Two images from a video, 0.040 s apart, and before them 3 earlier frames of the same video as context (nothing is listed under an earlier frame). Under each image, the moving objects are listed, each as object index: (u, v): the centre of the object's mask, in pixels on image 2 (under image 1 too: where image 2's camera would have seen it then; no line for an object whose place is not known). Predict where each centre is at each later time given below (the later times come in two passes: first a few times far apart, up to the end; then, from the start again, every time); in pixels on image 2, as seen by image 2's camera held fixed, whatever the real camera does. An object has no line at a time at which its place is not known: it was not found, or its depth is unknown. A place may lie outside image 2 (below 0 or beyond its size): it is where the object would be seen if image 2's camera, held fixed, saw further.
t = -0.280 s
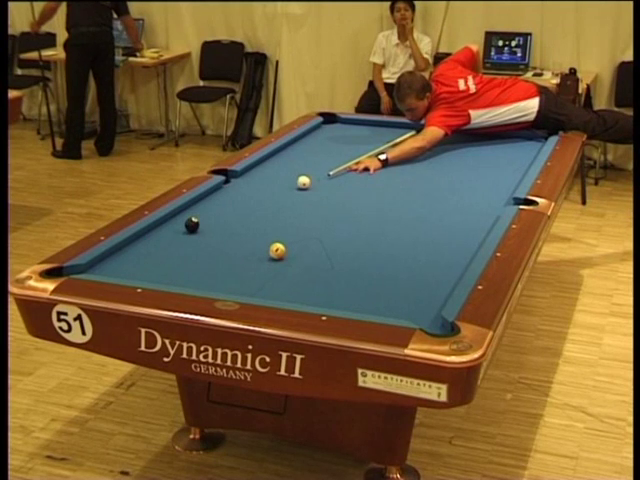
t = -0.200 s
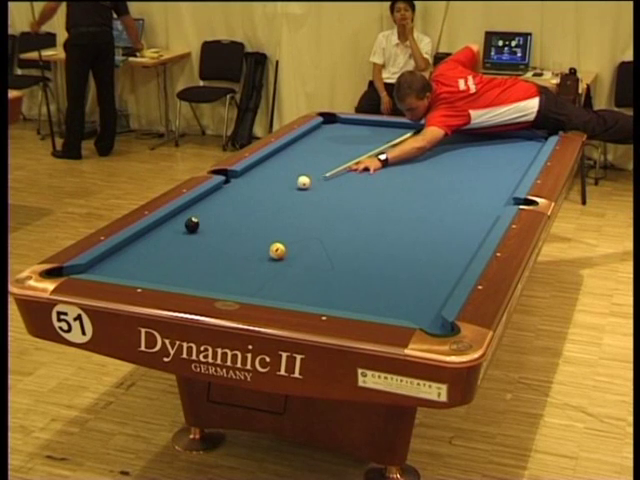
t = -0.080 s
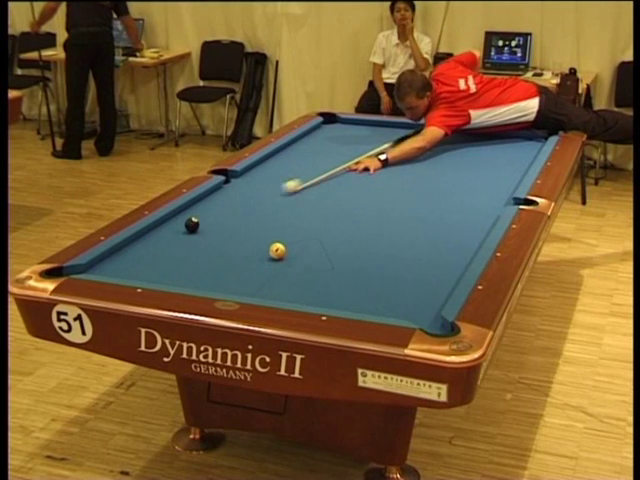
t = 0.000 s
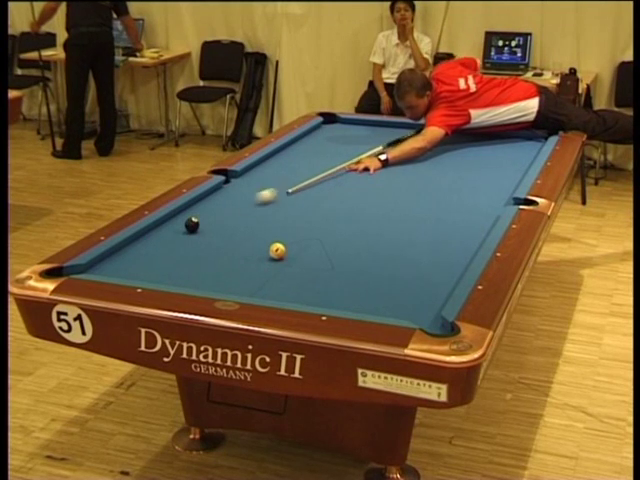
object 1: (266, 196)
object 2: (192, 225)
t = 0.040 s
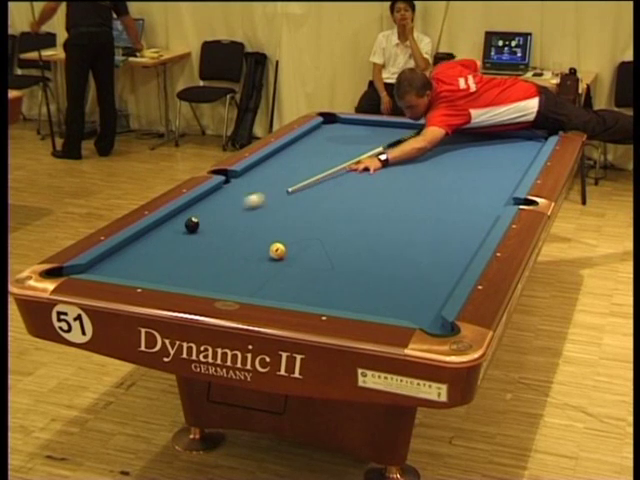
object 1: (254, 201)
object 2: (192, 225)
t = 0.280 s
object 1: (201, 221)
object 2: (178, 231)
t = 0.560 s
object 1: (201, 219)
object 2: (117, 257)
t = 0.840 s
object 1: (201, 218)
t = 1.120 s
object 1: (202, 217)
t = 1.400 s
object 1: (202, 217)
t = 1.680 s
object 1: (202, 217)
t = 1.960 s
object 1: (202, 217)
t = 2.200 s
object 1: (202, 217)
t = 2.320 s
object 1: (202, 217)
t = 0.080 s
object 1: (242, 205)
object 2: (192, 225)
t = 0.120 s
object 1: (230, 210)
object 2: (192, 225)
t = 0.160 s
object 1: (219, 214)
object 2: (192, 225)
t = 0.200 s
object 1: (209, 218)
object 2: (192, 225)
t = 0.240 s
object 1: (201, 221)
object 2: (187, 226)
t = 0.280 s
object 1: (201, 221)
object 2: (178, 231)
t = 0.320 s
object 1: (201, 220)
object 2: (168, 235)
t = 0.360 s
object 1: (201, 220)
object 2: (159, 240)
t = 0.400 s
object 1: (201, 220)
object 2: (150, 243)
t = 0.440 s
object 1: (201, 220)
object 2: (142, 247)
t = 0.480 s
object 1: (201, 220)
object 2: (134, 250)
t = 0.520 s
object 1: (201, 219)
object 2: (125, 254)
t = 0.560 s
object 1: (201, 219)
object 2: (117, 257)
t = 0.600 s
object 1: (201, 219)
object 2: (106, 261)
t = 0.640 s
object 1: (201, 219)
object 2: (97, 264)
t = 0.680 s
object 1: (201, 218)
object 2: (89, 268)
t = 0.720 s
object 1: (201, 218)
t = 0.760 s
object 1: (202, 218)
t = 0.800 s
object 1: (202, 218)
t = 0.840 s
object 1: (201, 218)
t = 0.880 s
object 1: (202, 218)
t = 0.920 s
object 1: (202, 218)
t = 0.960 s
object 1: (202, 218)
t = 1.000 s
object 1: (202, 218)
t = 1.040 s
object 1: (202, 218)
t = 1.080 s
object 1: (202, 217)
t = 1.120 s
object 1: (202, 217)
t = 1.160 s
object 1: (202, 217)
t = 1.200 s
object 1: (202, 217)
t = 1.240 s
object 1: (202, 217)
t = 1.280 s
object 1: (202, 217)
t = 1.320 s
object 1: (202, 217)
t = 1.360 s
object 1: (202, 217)
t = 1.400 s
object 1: (202, 217)
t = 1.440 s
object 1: (202, 217)
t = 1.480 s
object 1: (202, 217)
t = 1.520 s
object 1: (202, 217)
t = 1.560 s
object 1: (202, 217)
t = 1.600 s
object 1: (202, 217)
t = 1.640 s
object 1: (202, 217)
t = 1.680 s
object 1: (202, 217)
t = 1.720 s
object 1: (202, 217)
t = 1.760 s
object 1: (202, 217)
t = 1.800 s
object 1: (202, 217)
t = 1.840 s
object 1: (202, 217)
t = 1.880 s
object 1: (202, 217)
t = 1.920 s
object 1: (202, 217)
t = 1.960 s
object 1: (202, 217)
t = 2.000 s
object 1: (202, 217)
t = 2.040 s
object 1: (202, 217)
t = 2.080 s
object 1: (202, 217)
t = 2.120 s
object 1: (202, 217)
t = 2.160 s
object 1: (202, 217)
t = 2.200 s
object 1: (202, 217)
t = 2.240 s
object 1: (202, 217)
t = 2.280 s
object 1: (202, 217)
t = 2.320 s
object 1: (202, 217)
